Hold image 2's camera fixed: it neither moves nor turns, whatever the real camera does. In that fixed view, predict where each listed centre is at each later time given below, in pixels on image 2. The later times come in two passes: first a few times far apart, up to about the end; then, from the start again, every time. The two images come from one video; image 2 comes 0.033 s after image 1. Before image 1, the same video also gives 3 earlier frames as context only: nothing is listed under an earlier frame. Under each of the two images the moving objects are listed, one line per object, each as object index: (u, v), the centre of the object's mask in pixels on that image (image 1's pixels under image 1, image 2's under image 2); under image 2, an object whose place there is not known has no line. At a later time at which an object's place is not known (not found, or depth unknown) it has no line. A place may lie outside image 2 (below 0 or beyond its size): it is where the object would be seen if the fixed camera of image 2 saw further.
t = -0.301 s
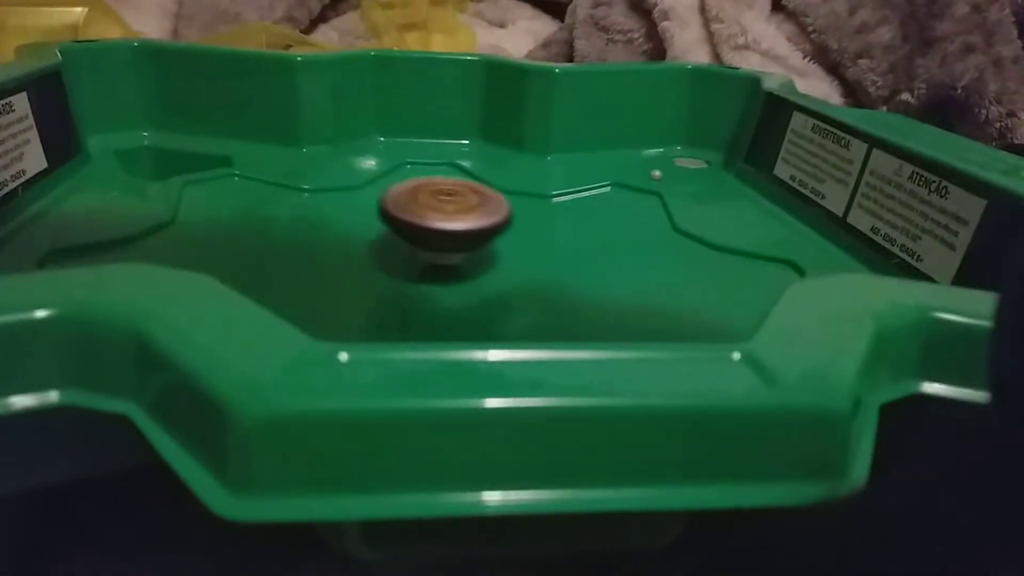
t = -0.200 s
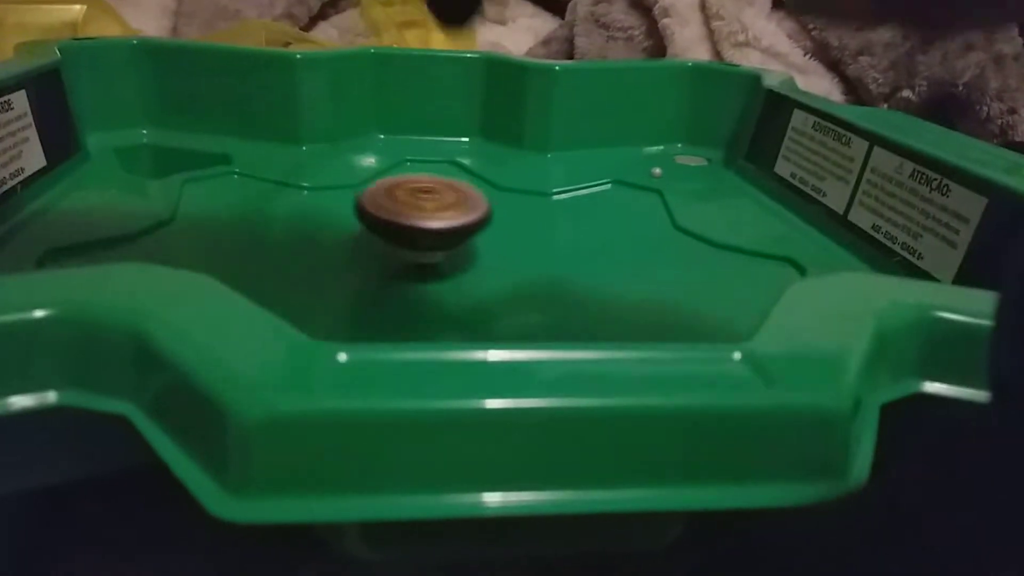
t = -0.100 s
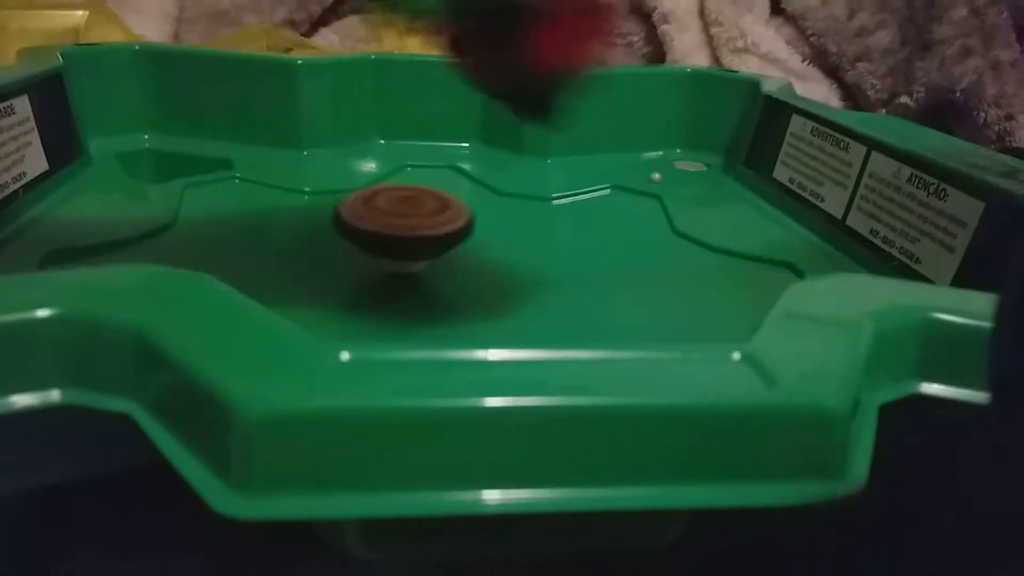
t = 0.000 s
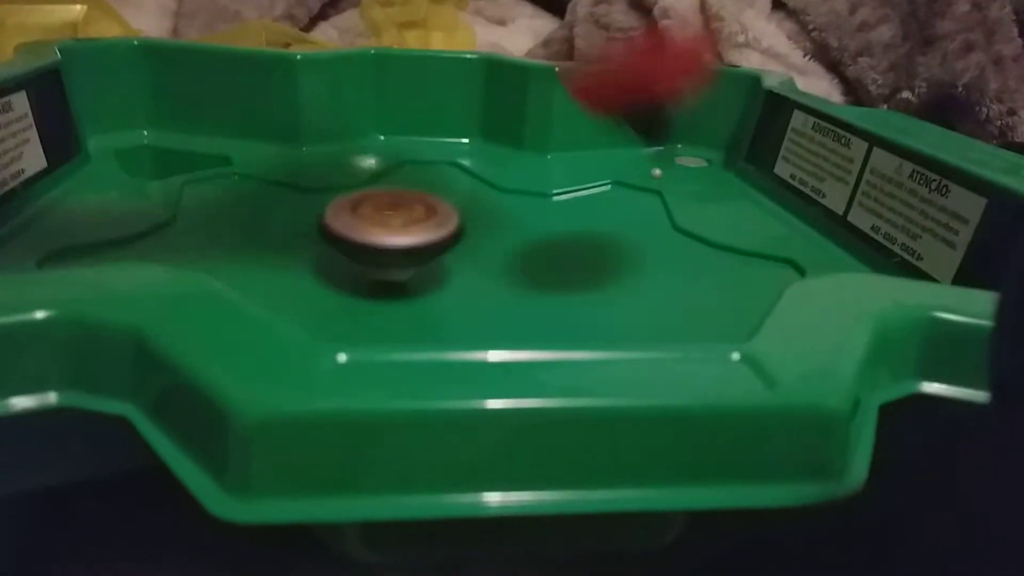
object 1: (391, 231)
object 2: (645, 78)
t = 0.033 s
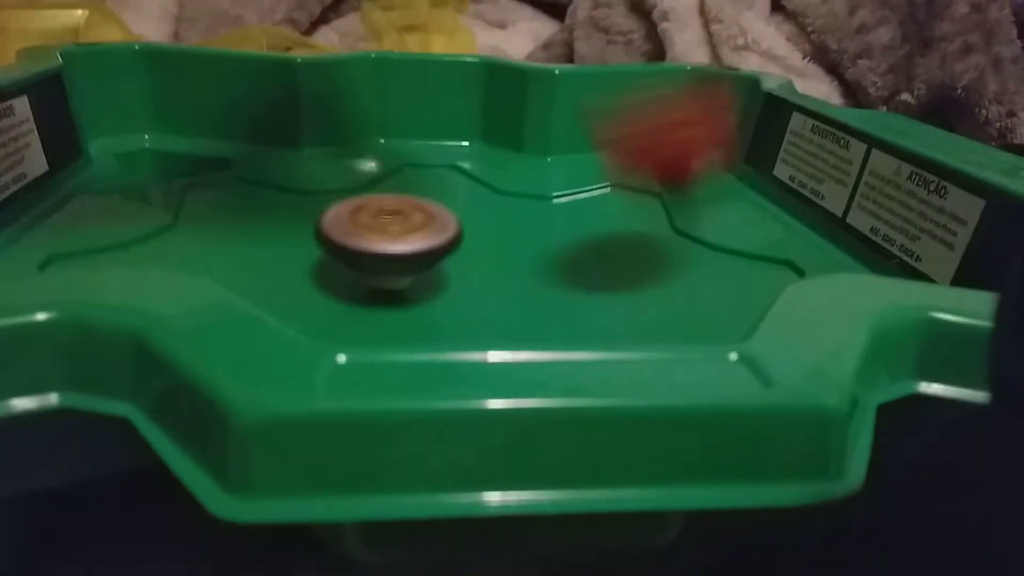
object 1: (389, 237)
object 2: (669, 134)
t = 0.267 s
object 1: (422, 267)
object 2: (520, 220)
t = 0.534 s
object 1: (443, 293)
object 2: (274, 240)
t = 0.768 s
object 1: (493, 287)
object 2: (246, 278)
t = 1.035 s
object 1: (488, 265)
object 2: (605, 320)
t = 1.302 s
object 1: (375, 238)
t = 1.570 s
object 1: (246, 235)
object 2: (315, 165)
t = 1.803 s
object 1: (267, 269)
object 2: (150, 202)
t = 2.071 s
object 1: (451, 297)
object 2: (268, 267)
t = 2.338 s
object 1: (590, 260)
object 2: (399, 265)
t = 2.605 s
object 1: (615, 220)
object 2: (379, 217)
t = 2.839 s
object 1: (552, 215)
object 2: (339, 195)
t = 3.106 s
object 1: (463, 247)
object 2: (326, 206)
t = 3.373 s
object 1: (418, 290)
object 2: (329, 219)
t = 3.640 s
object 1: (381, 307)
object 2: (388, 225)
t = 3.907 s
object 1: (383, 305)
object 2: (463, 230)
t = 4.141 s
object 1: (395, 286)
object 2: (501, 227)
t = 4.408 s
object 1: (385, 246)
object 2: (538, 224)
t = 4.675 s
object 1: (393, 214)
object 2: (535, 230)
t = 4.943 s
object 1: (416, 205)
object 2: (511, 258)
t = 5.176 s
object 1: (449, 216)
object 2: (493, 282)
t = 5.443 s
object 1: (504, 239)
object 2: (462, 301)
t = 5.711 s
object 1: (552, 285)
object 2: (410, 311)
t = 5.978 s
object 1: (539, 302)
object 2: (347, 301)
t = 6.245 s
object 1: (486, 302)
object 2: (275, 266)
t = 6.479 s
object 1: (422, 290)
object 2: (240, 227)
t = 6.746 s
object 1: (384, 259)
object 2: (264, 192)
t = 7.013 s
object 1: (401, 243)
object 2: (317, 169)
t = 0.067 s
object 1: (387, 242)
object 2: (683, 213)
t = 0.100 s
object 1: (388, 243)
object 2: (675, 206)
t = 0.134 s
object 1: (394, 246)
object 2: (657, 200)
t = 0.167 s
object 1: (402, 253)
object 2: (630, 208)
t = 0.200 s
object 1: (410, 259)
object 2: (597, 208)
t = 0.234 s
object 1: (417, 264)
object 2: (554, 223)
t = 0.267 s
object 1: (422, 267)
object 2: (520, 220)
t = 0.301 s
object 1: (414, 273)
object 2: (490, 206)
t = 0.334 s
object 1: (406, 279)
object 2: (465, 209)
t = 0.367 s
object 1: (404, 283)
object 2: (435, 206)
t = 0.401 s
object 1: (407, 287)
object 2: (404, 209)
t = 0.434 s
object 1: (414, 289)
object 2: (372, 211)
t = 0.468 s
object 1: (422, 292)
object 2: (340, 216)
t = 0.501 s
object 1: (433, 291)
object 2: (308, 228)
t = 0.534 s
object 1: (443, 293)
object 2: (274, 240)
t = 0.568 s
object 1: (452, 293)
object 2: (248, 243)
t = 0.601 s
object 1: (461, 293)
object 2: (226, 245)
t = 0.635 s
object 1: (471, 292)
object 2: (209, 247)
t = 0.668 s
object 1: (478, 291)
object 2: (202, 255)
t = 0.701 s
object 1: (484, 290)
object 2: (203, 262)
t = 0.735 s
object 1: (489, 289)
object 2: (219, 269)
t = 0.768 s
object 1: (493, 287)
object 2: (246, 278)
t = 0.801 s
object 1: (495, 285)
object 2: (278, 292)
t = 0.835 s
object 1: (497, 284)
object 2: (309, 306)
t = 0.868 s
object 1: (498, 282)
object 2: (346, 314)
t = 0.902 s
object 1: (501, 274)
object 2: (383, 319)
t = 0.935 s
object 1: (499, 267)
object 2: (431, 323)
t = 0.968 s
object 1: (496, 265)
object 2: (492, 326)
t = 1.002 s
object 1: (492, 263)
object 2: (553, 323)
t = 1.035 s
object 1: (488, 265)
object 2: (605, 320)
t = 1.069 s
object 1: (486, 266)
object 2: (640, 314)
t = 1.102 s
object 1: (481, 263)
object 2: (653, 307)
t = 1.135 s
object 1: (474, 261)
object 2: (650, 297)
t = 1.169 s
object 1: (466, 258)
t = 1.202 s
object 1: (458, 256)
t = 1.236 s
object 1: (436, 250)
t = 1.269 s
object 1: (401, 243)
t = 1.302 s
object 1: (375, 238)
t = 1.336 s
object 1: (353, 232)
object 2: (570, 223)
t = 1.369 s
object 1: (336, 228)
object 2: (544, 214)
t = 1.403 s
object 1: (321, 227)
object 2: (511, 203)
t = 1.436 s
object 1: (308, 227)
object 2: (475, 195)
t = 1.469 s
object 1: (294, 226)
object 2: (429, 199)
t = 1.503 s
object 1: (284, 227)
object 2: (389, 190)
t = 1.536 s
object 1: (268, 231)
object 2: (347, 172)
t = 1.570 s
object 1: (246, 235)
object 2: (315, 165)
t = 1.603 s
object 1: (231, 238)
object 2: (285, 160)
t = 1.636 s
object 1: (224, 241)
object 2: (254, 158)
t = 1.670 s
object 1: (223, 245)
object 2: (224, 160)
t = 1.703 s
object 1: (229, 250)
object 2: (194, 165)
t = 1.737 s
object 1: (237, 256)
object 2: (174, 176)
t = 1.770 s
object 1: (249, 261)
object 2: (161, 188)
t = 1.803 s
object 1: (267, 269)
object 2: (150, 202)
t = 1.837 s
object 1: (294, 281)
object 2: (144, 212)
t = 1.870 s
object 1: (321, 290)
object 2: (141, 219)
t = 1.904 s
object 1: (343, 295)
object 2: (147, 226)
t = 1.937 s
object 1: (365, 298)
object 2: (159, 232)
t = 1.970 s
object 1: (387, 299)
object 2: (178, 240)
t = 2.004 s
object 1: (410, 299)
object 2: (205, 247)
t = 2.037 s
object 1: (432, 298)
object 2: (236, 257)
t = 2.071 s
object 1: (451, 297)
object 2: (268, 267)
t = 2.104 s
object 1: (476, 294)
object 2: (291, 273)
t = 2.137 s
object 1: (496, 291)
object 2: (313, 280)
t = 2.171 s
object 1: (517, 286)
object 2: (331, 282)
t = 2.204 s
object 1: (534, 282)
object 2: (352, 280)
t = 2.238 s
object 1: (547, 277)
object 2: (371, 279)
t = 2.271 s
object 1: (556, 272)
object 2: (390, 277)
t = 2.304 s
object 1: (570, 266)
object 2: (401, 272)
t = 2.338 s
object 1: (590, 260)
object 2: (399, 265)
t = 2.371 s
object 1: (602, 254)
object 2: (400, 258)
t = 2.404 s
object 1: (609, 249)
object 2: (399, 252)
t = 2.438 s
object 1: (614, 244)
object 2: (399, 245)
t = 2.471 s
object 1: (616, 239)
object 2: (397, 240)
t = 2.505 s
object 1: (618, 234)
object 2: (394, 233)
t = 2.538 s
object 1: (619, 229)
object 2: (390, 227)
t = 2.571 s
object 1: (618, 224)
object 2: (385, 222)
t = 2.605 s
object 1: (615, 220)
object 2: (379, 217)
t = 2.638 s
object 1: (611, 217)
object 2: (373, 213)
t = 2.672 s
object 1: (603, 215)
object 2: (367, 208)
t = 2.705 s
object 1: (595, 213)
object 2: (360, 204)
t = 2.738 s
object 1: (585, 212)
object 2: (354, 200)
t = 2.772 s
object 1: (575, 213)
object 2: (348, 198)
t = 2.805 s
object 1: (564, 214)
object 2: (343, 196)
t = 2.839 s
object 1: (552, 215)
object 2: (339, 195)
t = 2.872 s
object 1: (539, 217)
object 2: (334, 194)
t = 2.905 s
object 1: (527, 220)
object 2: (330, 195)
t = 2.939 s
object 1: (515, 224)
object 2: (327, 196)
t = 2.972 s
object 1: (503, 228)
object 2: (326, 198)
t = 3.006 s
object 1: (490, 231)
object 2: (326, 200)
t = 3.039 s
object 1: (478, 236)
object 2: (328, 204)
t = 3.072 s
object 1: (468, 241)
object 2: (329, 206)
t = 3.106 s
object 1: (463, 247)
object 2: (326, 206)
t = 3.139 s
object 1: (454, 252)
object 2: (324, 208)
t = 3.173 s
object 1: (449, 258)
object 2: (322, 210)
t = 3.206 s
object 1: (444, 265)
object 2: (318, 211)
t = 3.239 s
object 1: (438, 270)
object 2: (317, 213)
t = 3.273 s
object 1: (432, 275)
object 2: (319, 215)
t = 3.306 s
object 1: (426, 281)
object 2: (322, 219)
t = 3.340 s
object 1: (421, 286)
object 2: (325, 221)
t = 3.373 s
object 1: (418, 290)
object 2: (329, 219)
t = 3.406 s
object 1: (413, 293)
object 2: (333, 218)
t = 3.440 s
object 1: (407, 295)
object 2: (340, 218)
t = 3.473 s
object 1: (401, 298)
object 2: (346, 220)
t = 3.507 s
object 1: (396, 298)
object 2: (353, 220)
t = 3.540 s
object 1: (391, 300)
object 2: (361, 221)
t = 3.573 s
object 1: (385, 305)
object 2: (370, 223)
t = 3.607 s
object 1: (383, 306)
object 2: (379, 224)
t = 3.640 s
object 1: (381, 307)
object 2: (388, 225)
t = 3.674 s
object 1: (380, 308)
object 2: (398, 226)
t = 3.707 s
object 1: (379, 308)
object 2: (408, 227)
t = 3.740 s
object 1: (378, 308)
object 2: (418, 228)
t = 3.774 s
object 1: (378, 308)
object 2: (427, 228)
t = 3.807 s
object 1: (378, 308)
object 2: (437, 229)
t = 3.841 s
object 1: (379, 307)
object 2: (446, 230)
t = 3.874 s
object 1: (381, 306)
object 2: (455, 230)
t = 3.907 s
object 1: (383, 305)
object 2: (463, 230)
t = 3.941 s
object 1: (385, 303)
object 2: (471, 230)
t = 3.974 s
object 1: (387, 302)
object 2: (478, 230)
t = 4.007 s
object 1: (389, 299)
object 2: (484, 230)
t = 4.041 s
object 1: (392, 297)
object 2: (490, 229)
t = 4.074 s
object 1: (394, 294)
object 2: (494, 228)
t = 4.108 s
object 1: (394, 290)
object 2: (498, 228)
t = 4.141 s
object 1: (395, 286)
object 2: (501, 227)
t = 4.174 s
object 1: (395, 281)
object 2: (504, 226)
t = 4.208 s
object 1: (395, 275)
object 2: (506, 225)
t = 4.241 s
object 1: (395, 271)
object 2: (508, 226)
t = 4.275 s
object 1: (390, 265)
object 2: (515, 225)
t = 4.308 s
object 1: (387, 261)
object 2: (524, 224)
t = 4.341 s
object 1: (387, 256)
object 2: (530, 223)
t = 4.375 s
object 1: (386, 251)
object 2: (535, 224)
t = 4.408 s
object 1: (385, 246)
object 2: (538, 224)
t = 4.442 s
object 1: (386, 241)
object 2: (540, 223)
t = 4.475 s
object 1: (386, 236)
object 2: (541, 223)
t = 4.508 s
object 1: (387, 232)
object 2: (542, 223)
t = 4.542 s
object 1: (388, 228)
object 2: (542, 224)
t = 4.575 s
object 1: (389, 224)
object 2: (541, 226)
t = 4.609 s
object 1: (390, 220)
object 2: (540, 227)
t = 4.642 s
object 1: (392, 216)
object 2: (538, 228)
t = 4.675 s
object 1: (393, 214)
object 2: (535, 230)
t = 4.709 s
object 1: (395, 212)
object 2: (533, 233)
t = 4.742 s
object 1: (397, 209)
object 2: (529, 236)
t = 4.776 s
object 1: (399, 207)
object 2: (526, 239)
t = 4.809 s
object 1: (402, 207)
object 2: (523, 242)
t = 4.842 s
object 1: (405, 206)
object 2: (521, 246)
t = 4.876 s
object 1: (407, 206)
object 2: (517, 250)
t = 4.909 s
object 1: (411, 205)
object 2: (514, 254)
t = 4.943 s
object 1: (416, 205)
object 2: (511, 258)
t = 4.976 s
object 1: (420, 206)
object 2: (509, 262)
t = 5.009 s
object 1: (424, 207)
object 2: (506, 266)
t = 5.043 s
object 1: (428, 208)
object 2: (503, 269)
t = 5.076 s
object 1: (433, 209)
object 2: (500, 273)
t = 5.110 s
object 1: (439, 211)
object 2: (498, 276)
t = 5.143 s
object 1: (444, 214)
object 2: (495, 279)
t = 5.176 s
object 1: (449, 216)
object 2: (493, 282)
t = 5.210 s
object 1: (455, 218)
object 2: (491, 284)
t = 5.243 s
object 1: (462, 221)
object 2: (488, 287)
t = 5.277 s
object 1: (468, 223)
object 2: (487, 289)
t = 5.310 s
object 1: (474, 225)
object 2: (484, 290)
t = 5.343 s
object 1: (482, 227)
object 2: (481, 292)
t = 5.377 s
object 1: (489, 232)
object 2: (475, 295)
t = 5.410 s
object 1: (498, 236)
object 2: (467, 298)
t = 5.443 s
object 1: (504, 239)
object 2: (462, 301)
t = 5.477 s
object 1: (511, 243)
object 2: (458, 303)
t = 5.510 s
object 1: (518, 248)
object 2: (455, 305)
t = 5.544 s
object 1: (523, 251)
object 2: (453, 306)
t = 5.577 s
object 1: (530, 257)
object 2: (449, 308)
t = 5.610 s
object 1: (536, 264)
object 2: (447, 308)
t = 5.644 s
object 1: (543, 272)
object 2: (442, 309)
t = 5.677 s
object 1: (550, 280)
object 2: (425, 310)
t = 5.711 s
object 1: (552, 285)
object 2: (410, 311)
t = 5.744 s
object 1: (552, 289)
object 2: (398, 311)
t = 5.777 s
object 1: (554, 291)
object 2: (388, 310)
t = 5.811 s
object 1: (554, 293)
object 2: (379, 309)
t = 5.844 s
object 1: (553, 295)
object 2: (371, 308)
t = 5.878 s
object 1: (552, 298)
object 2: (365, 306)
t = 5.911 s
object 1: (548, 299)
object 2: (357, 305)
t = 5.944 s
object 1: (544, 301)
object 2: (352, 303)
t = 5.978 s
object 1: (539, 302)
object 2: (347, 301)
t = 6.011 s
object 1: (532, 303)
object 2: (342, 299)
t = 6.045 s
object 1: (526, 303)
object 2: (338, 296)
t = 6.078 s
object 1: (520, 303)
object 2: (331, 293)
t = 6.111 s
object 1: (515, 303)
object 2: (321, 289)
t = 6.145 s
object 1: (510, 303)
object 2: (309, 284)
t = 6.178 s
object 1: (503, 303)
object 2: (296, 278)
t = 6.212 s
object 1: (494, 303)
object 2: (285, 271)
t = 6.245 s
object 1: (486, 302)
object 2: (275, 266)
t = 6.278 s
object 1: (476, 301)
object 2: (267, 260)
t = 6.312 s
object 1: (467, 300)
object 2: (259, 254)
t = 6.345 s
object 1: (457, 297)
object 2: (252, 249)
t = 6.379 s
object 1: (448, 294)
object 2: (248, 243)
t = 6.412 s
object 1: (439, 291)
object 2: (244, 238)
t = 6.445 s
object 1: (430, 292)
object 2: (242, 232)
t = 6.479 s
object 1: (422, 290)
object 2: (240, 227)
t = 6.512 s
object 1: (415, 286)
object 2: (241, 222)
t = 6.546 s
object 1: (407, 282)
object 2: (242, 217)
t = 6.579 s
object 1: (401, 277)
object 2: (245, 214)
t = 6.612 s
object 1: (394, 273)
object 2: (249, 209)
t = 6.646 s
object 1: (387, 268)
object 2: (252, 206)
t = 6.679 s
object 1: (383, 264)
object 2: (256, 204)
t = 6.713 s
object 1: (384, 262)
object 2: (260, 197)
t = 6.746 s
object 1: (384, 259)
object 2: (264, 192)
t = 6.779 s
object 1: (384, 256)
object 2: (268, 188)
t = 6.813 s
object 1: (384, 253)
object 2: (273, 185)
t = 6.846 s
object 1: (384, 250)
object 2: (279, 182)
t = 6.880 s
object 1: (387, 248)
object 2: (284, 178)
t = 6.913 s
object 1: (390, 246)
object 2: (292, 175)
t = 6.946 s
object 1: (393, 244)
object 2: (300, 173)
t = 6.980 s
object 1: (396, 243)
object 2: (308, 171)
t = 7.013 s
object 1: (401, 243)
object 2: (317, 169)
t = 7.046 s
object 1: (405, 242)
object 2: (326, 167)
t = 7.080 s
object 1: (410, 242)
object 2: (335, 166)
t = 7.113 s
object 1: (414, 242)
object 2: (346, 164)
